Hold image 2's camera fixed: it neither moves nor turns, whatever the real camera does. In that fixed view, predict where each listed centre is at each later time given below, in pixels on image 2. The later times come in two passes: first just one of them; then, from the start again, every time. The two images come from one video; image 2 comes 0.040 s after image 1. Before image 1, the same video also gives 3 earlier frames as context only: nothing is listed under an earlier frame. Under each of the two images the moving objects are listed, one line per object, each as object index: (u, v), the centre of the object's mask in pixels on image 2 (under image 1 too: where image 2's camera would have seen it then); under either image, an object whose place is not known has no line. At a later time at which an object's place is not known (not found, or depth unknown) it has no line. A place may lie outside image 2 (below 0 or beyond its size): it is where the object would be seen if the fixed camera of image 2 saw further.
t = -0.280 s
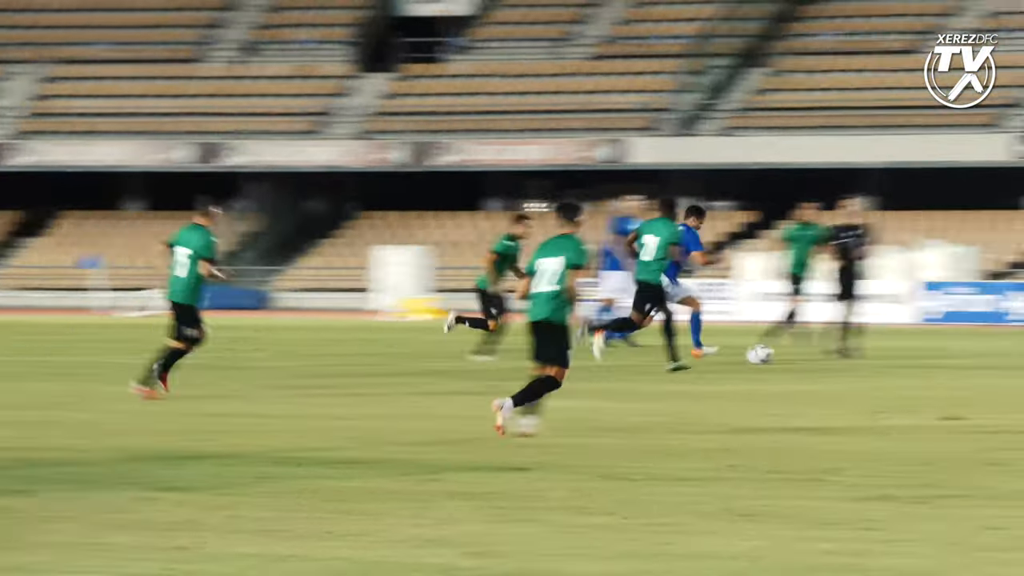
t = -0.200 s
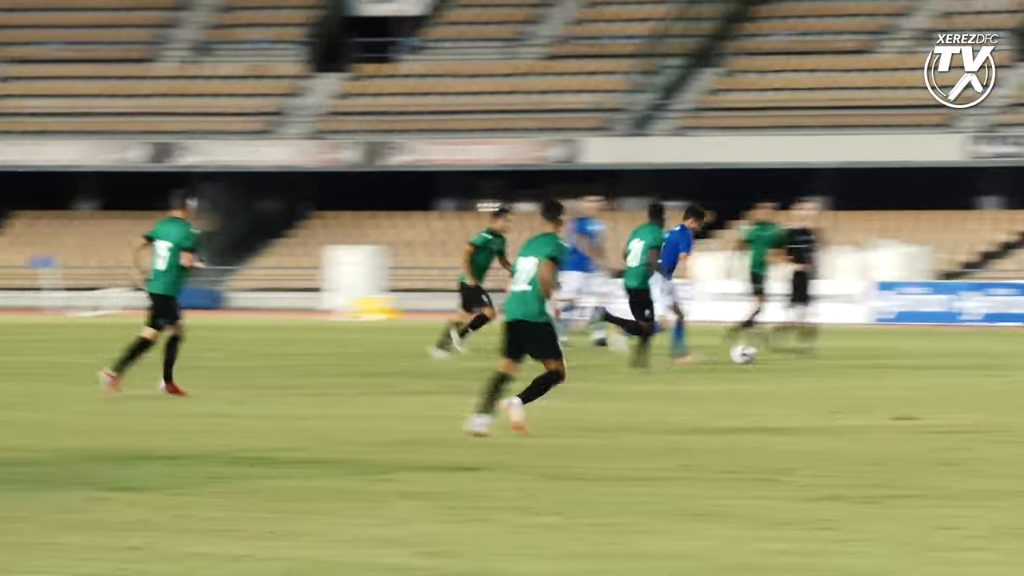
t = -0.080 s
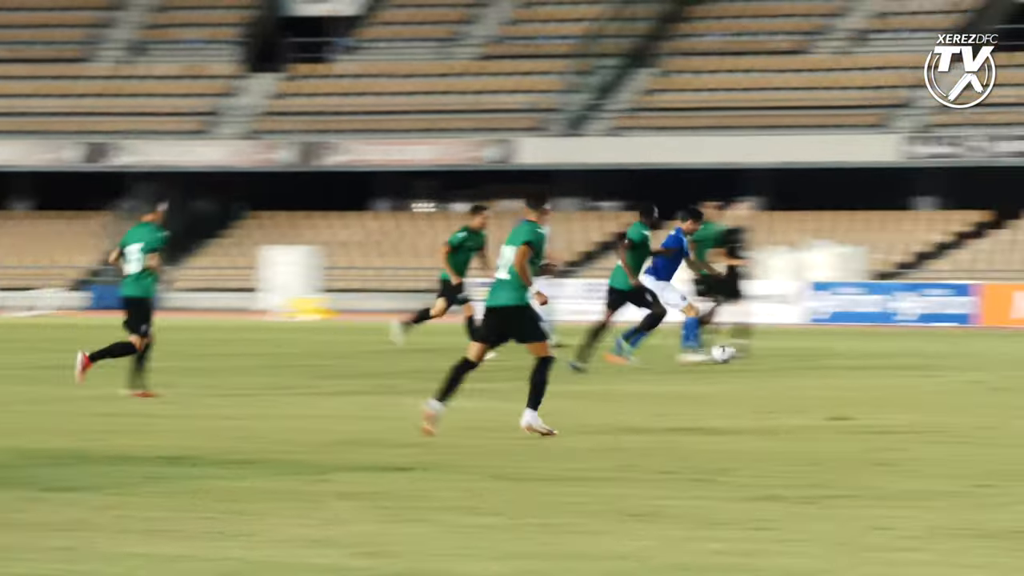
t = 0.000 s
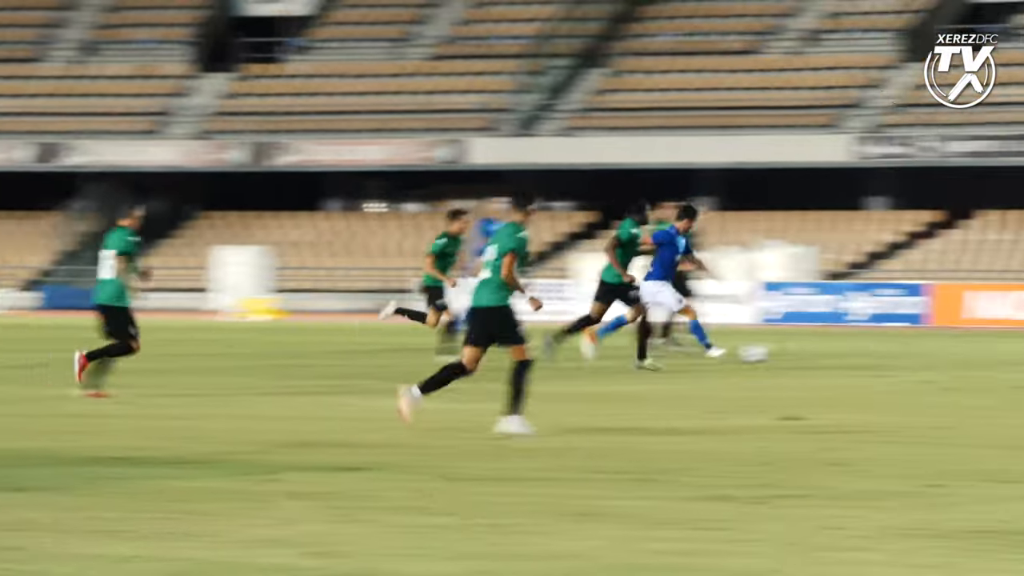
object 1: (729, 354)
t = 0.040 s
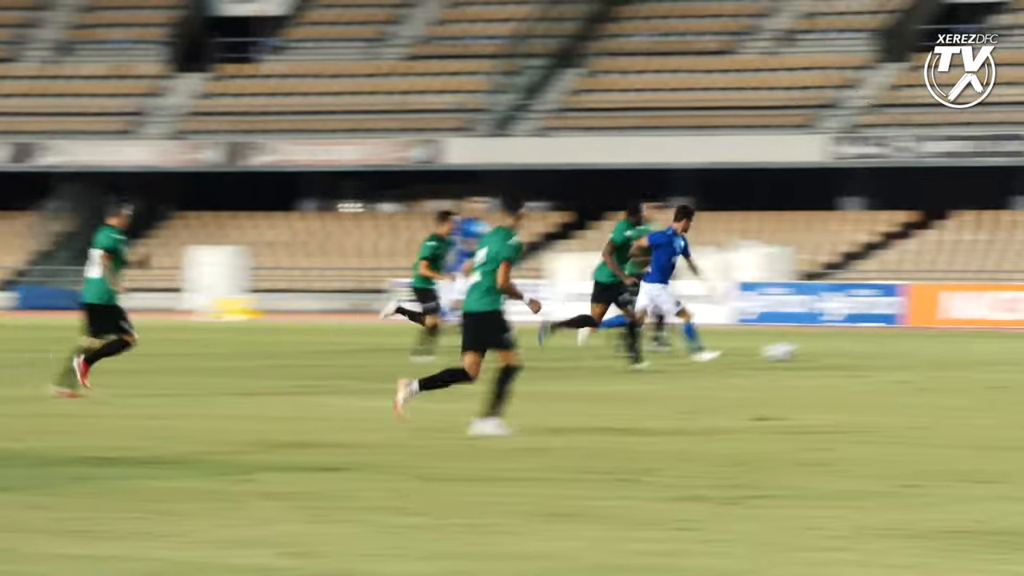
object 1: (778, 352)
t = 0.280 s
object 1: (1046, 349)
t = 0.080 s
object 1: (827, 351)
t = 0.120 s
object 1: (875, 351)
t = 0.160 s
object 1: (920, 351)
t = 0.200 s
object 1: (963, 349)
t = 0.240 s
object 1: (1005, 349)
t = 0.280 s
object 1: (1046, 349)
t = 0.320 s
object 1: (1088, 349)
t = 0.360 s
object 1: (1125, 347)
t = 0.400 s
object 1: (1159, 344)
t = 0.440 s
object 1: (1197, 345)
